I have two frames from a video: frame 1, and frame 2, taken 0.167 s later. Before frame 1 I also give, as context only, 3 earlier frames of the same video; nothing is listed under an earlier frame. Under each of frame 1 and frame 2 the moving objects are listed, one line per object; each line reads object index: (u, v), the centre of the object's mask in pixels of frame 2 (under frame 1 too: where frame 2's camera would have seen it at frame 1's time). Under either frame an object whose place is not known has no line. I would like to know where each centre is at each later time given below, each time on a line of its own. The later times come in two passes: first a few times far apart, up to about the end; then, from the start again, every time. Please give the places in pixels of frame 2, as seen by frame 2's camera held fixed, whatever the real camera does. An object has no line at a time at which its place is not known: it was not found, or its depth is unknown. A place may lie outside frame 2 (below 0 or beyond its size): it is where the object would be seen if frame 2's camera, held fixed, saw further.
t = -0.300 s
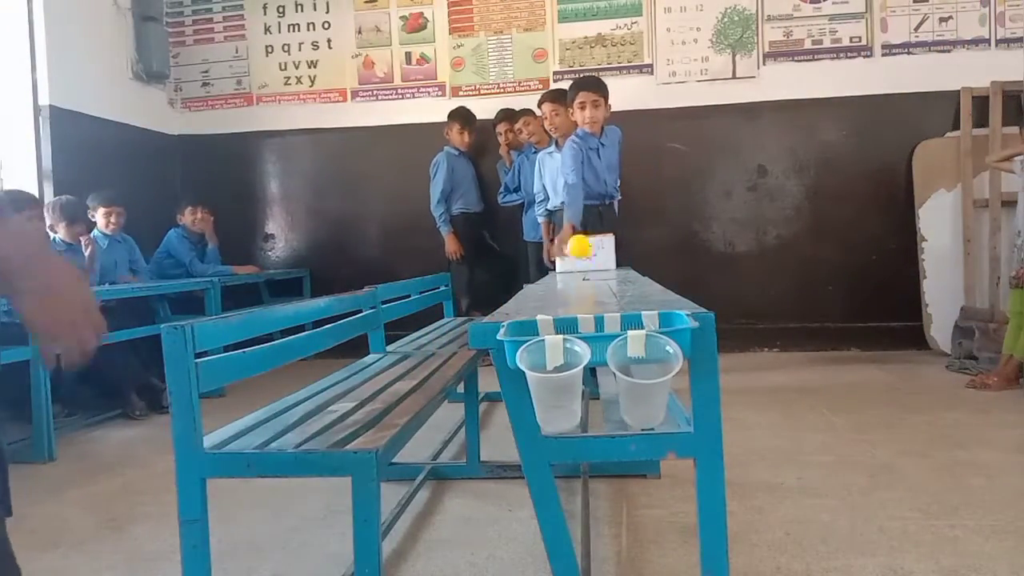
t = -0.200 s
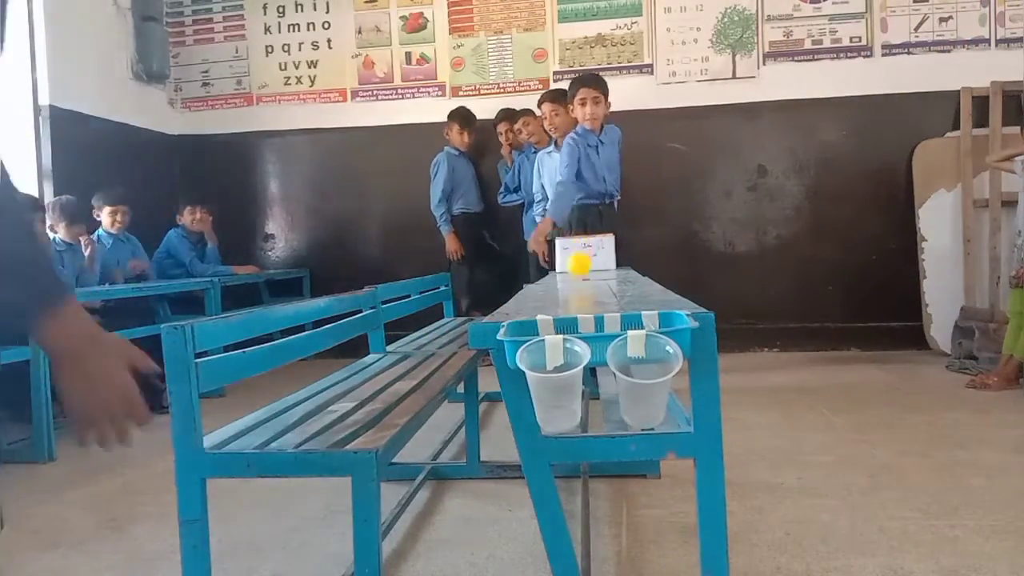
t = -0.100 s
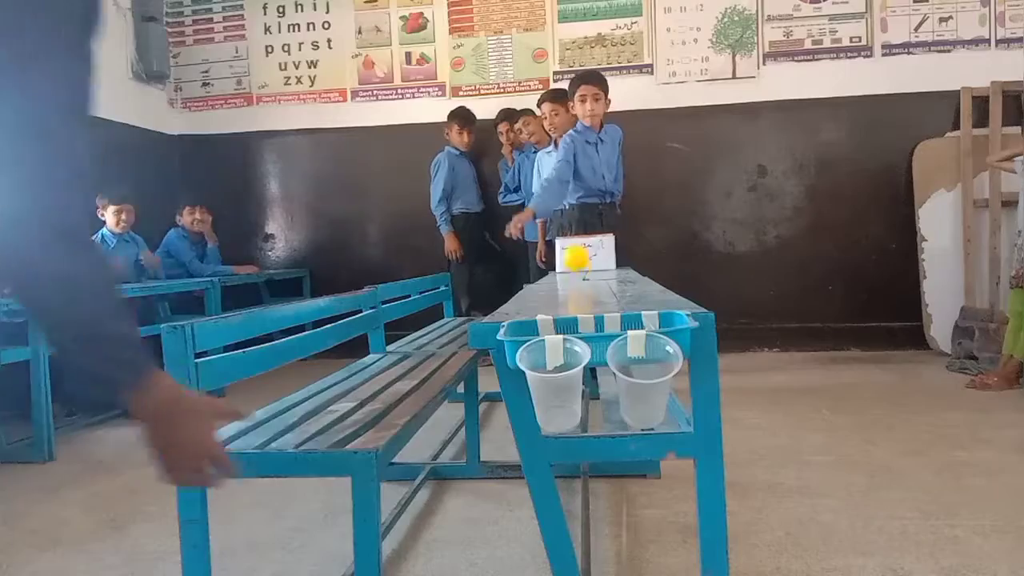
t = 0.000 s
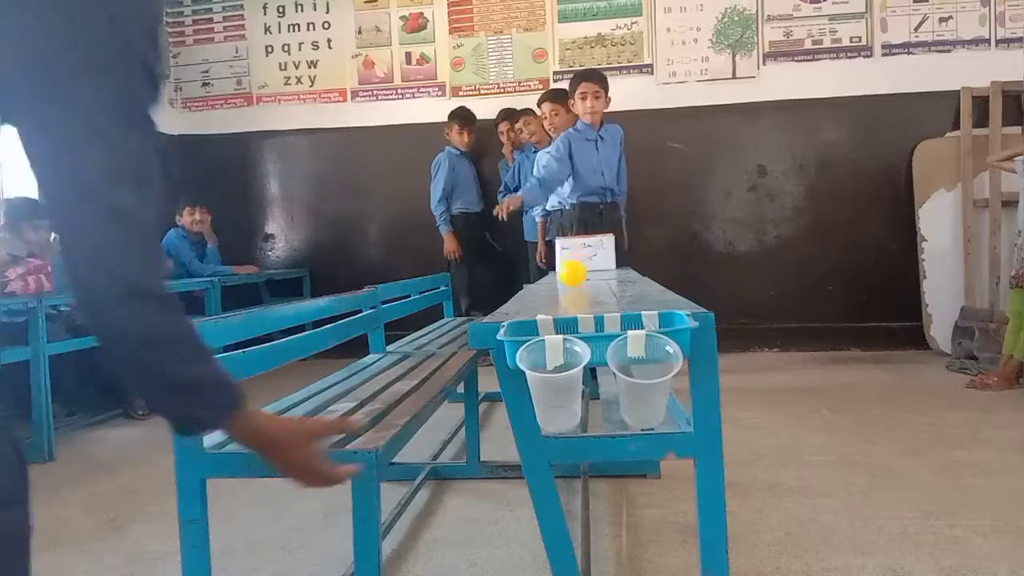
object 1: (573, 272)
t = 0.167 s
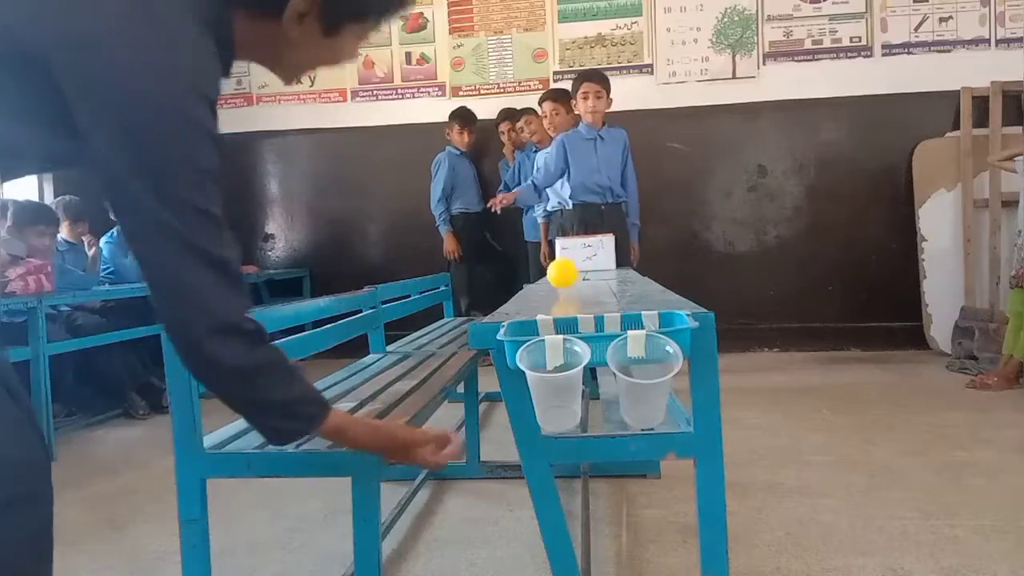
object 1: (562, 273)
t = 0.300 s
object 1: (553, 279)
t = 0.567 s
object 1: (524, 293)
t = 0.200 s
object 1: (560, 273)
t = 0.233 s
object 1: (558, 278)
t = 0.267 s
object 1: (555, 278)
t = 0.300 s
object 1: (553, 279)
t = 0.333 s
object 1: (550, 283)
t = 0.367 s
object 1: (547, 283)
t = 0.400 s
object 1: (543, 286)
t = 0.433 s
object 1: (540, 286)
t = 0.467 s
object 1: (536, 289)
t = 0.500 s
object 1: (532, 289)
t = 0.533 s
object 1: (528, 291)
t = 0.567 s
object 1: (524, 293)
